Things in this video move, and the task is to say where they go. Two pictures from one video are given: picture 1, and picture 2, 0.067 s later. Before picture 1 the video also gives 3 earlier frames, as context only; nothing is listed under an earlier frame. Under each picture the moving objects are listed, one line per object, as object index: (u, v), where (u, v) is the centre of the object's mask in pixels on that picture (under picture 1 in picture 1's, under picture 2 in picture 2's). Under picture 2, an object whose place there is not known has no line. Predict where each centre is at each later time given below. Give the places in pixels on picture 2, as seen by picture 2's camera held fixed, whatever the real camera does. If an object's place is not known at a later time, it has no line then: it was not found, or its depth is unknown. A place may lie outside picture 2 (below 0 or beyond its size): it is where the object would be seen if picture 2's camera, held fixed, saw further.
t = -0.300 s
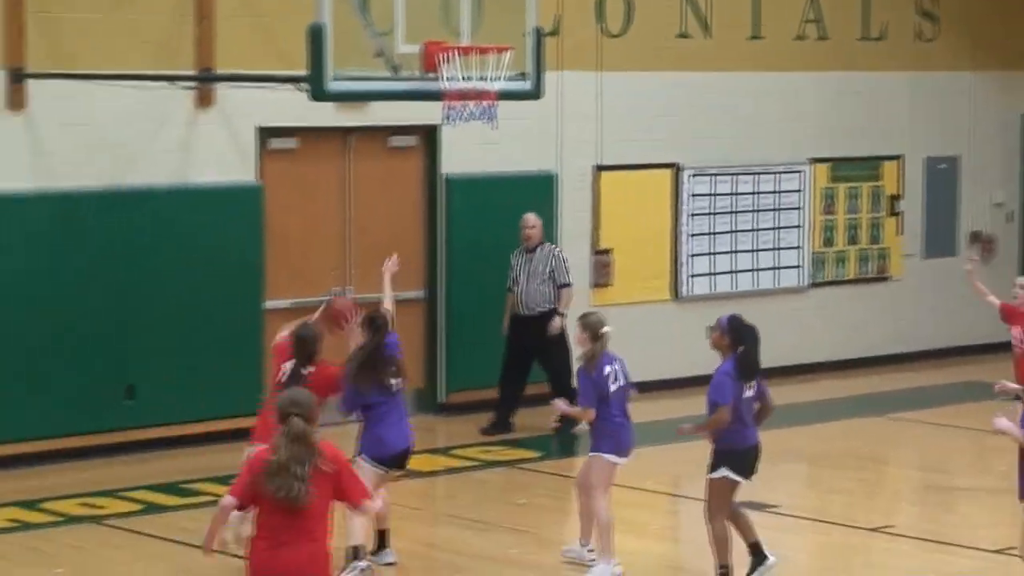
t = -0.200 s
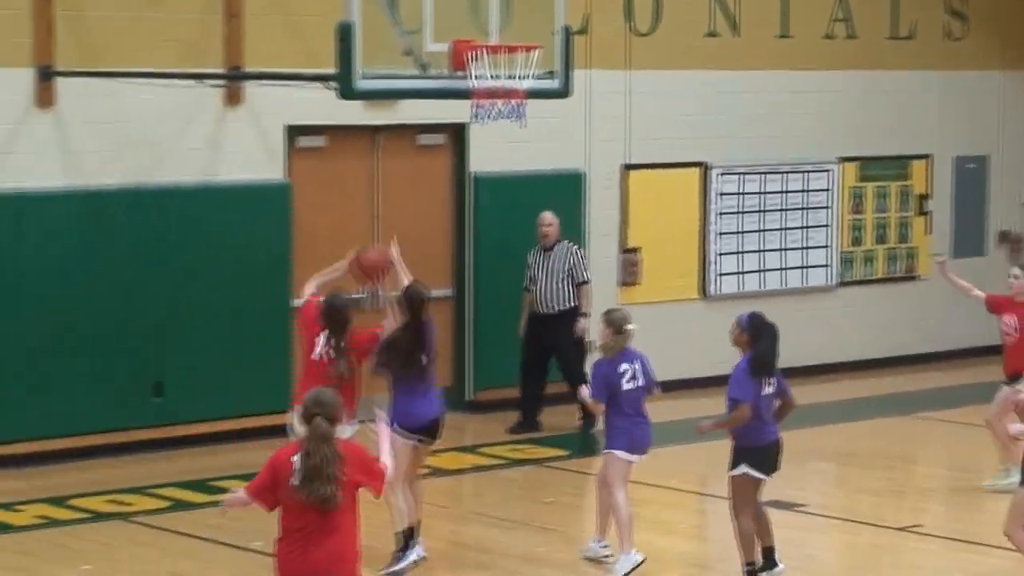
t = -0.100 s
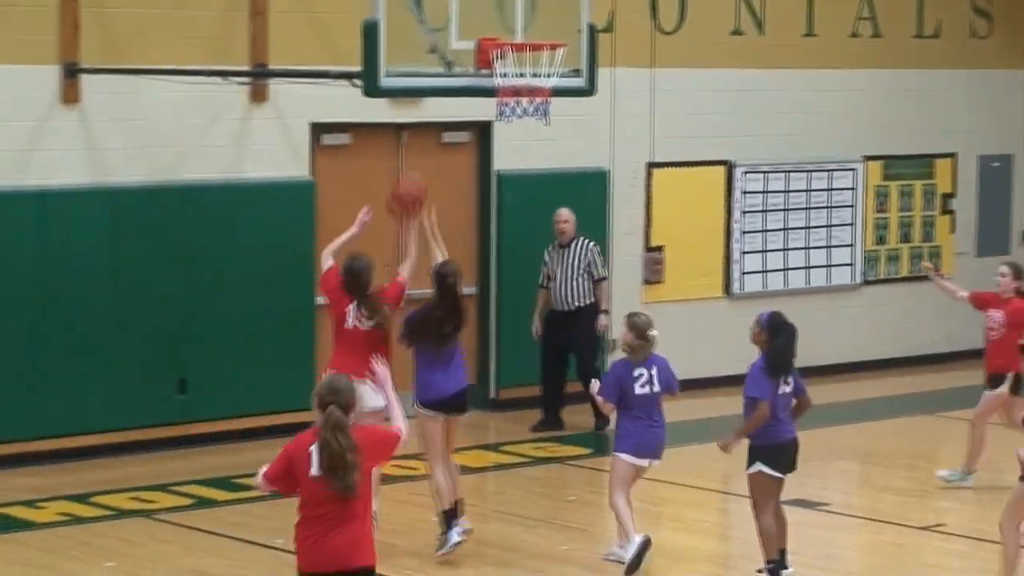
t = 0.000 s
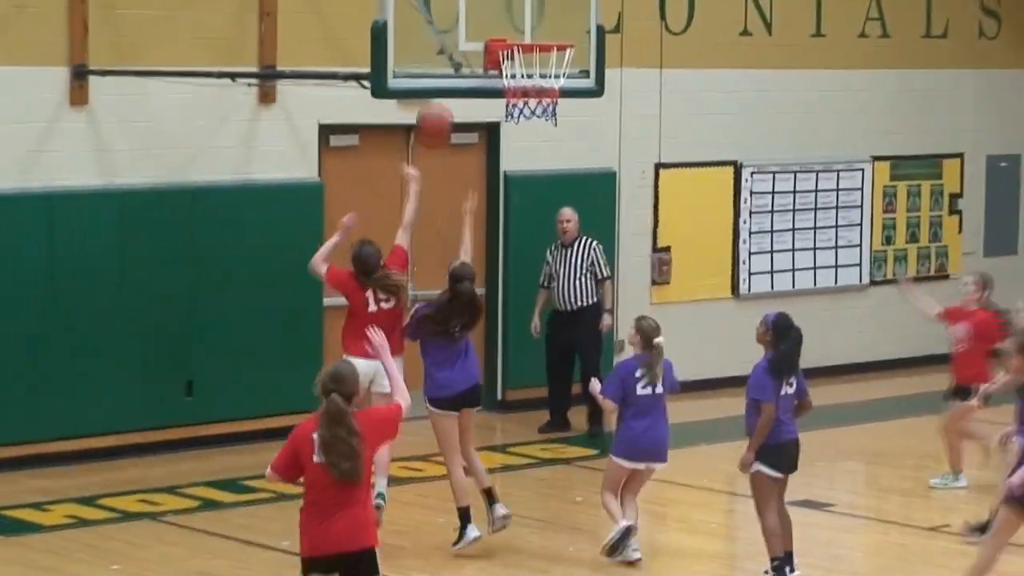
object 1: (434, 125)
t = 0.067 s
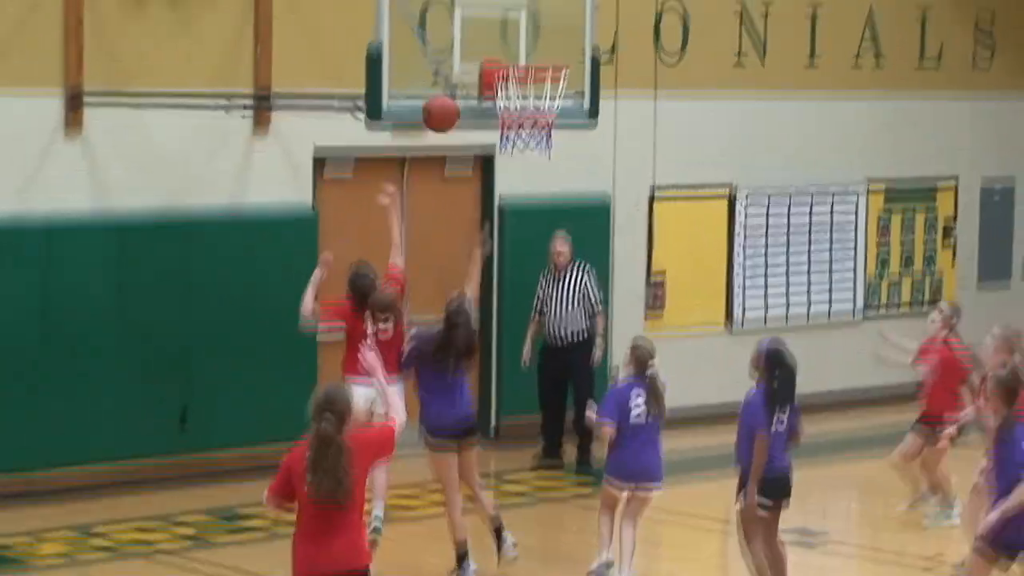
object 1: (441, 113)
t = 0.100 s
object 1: (447, 97)
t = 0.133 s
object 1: (452, 82)
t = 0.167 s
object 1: (458, 69)
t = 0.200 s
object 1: (464, 57)
